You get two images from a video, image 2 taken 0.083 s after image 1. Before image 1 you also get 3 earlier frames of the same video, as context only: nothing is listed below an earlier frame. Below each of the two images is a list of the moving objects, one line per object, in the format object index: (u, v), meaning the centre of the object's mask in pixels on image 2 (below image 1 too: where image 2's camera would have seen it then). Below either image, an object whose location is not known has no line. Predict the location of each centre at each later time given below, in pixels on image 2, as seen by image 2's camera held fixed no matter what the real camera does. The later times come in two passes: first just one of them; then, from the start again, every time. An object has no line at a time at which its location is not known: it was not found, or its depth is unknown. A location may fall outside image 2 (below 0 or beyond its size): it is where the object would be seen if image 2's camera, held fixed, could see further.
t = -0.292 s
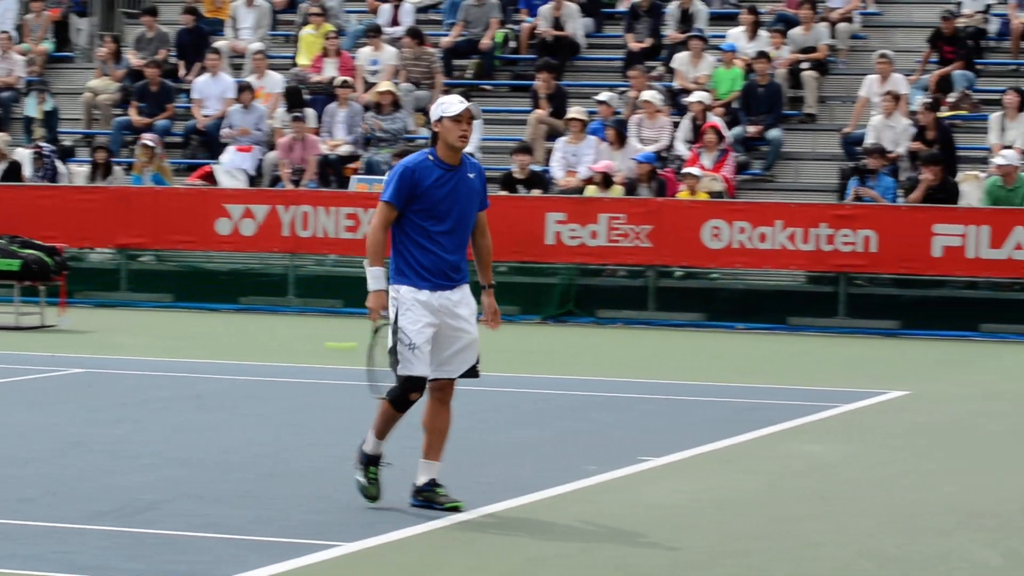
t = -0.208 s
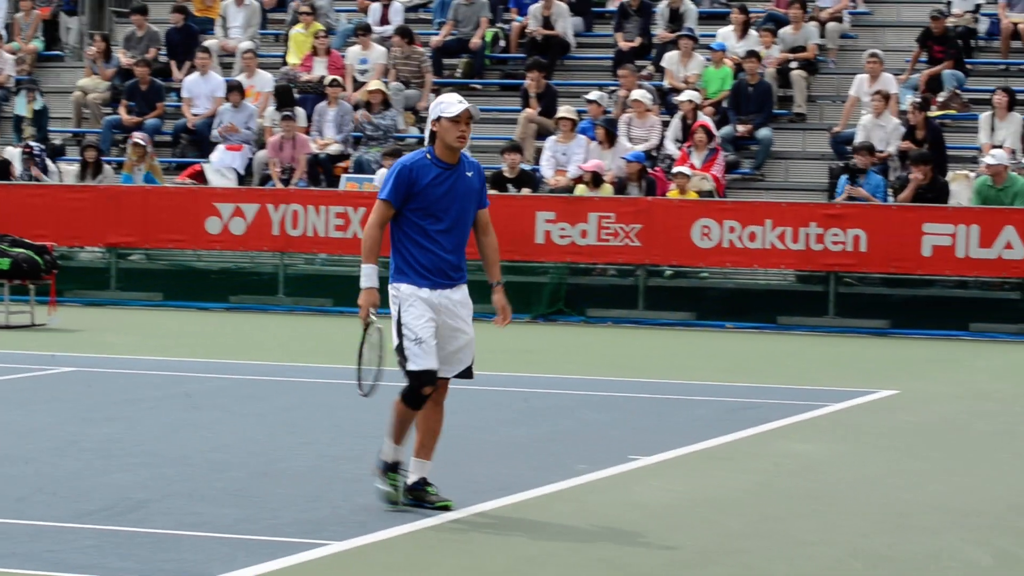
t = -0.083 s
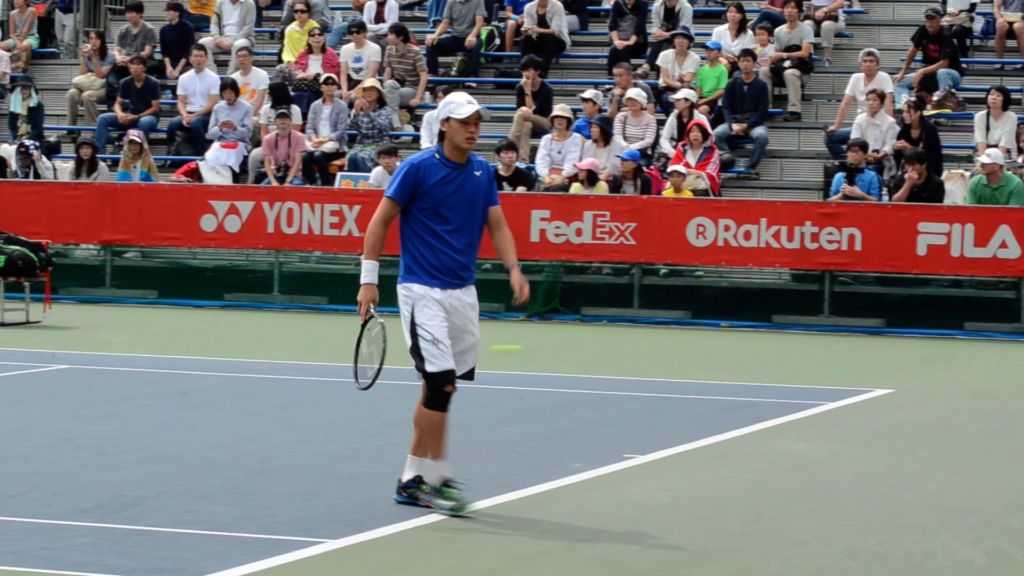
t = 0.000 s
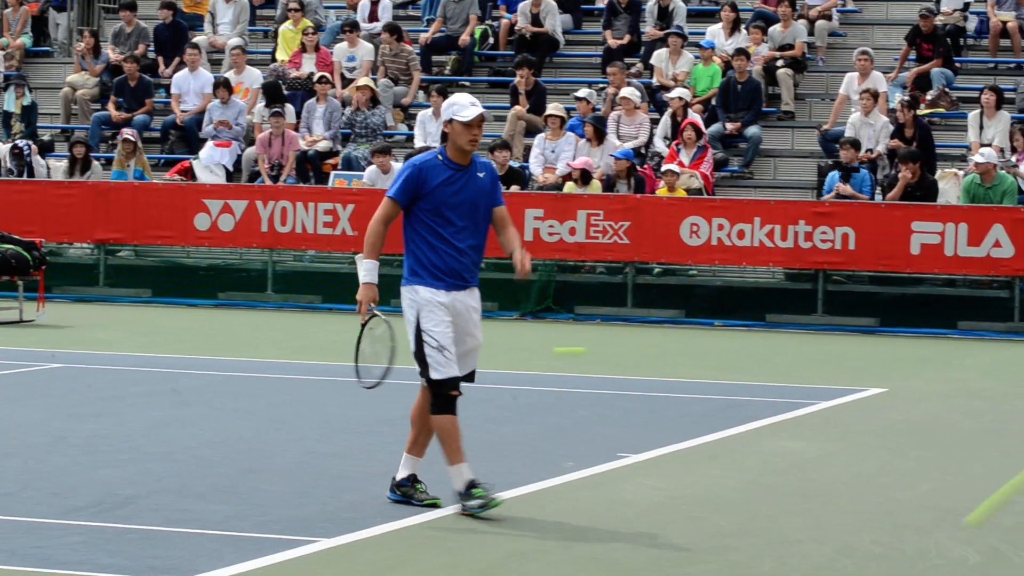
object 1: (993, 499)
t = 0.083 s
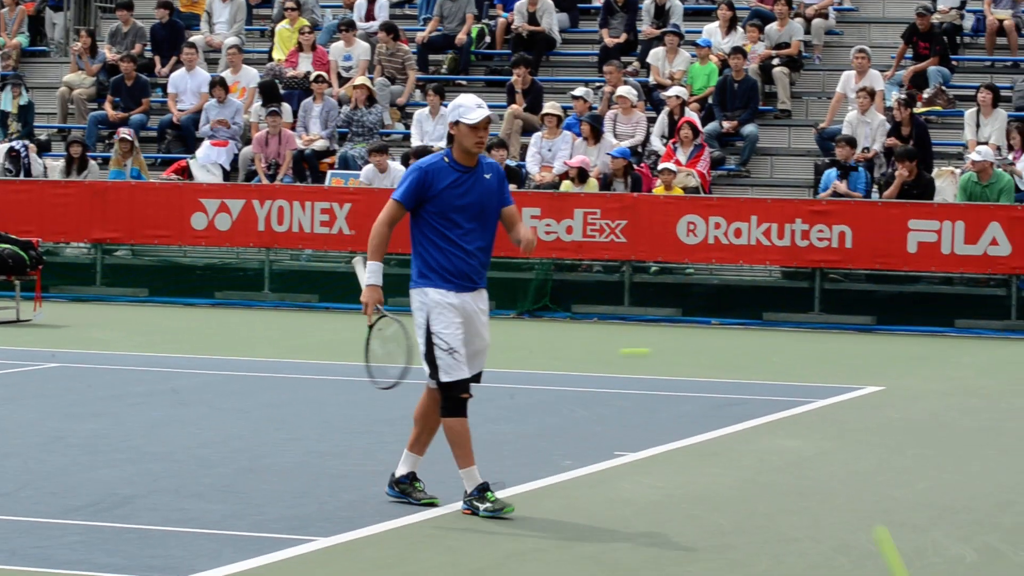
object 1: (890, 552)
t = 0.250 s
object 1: (793, 377)
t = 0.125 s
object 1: (867, 501)
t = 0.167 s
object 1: (842, 455)
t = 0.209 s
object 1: (822, 421)
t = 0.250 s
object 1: (793, 377)
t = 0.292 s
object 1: (770, 348)
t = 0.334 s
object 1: (746, 322)
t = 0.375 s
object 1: (724, 305)
